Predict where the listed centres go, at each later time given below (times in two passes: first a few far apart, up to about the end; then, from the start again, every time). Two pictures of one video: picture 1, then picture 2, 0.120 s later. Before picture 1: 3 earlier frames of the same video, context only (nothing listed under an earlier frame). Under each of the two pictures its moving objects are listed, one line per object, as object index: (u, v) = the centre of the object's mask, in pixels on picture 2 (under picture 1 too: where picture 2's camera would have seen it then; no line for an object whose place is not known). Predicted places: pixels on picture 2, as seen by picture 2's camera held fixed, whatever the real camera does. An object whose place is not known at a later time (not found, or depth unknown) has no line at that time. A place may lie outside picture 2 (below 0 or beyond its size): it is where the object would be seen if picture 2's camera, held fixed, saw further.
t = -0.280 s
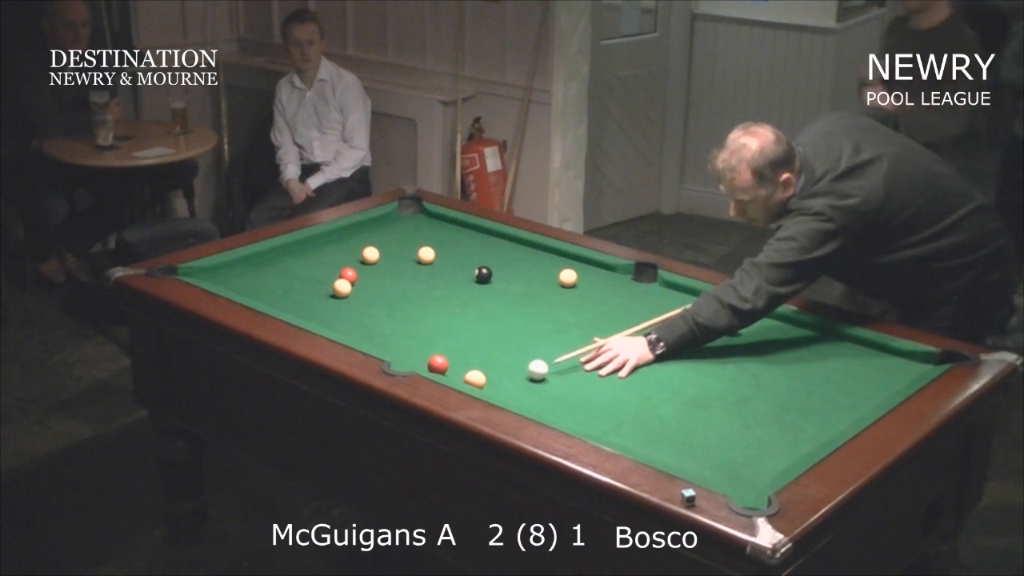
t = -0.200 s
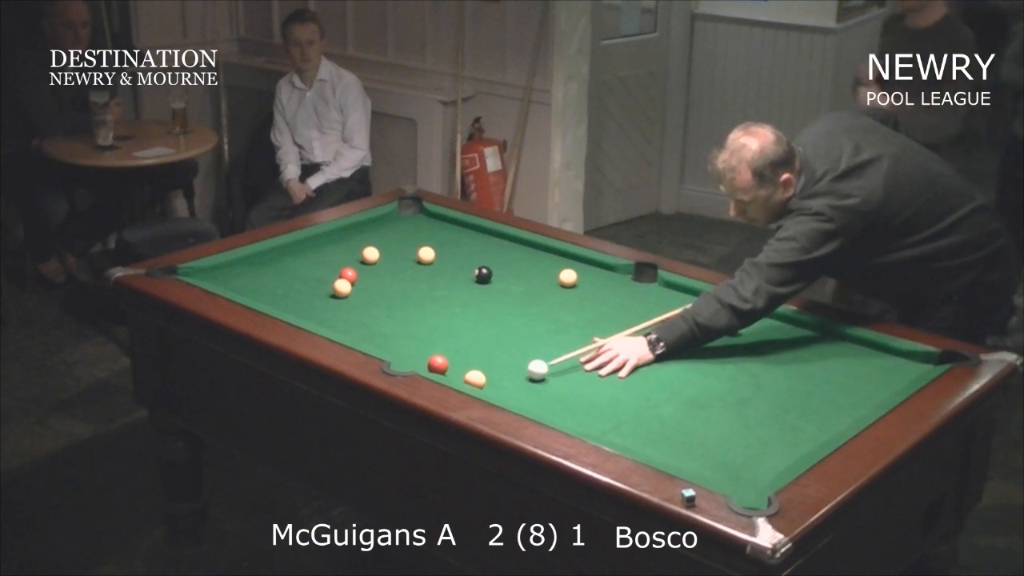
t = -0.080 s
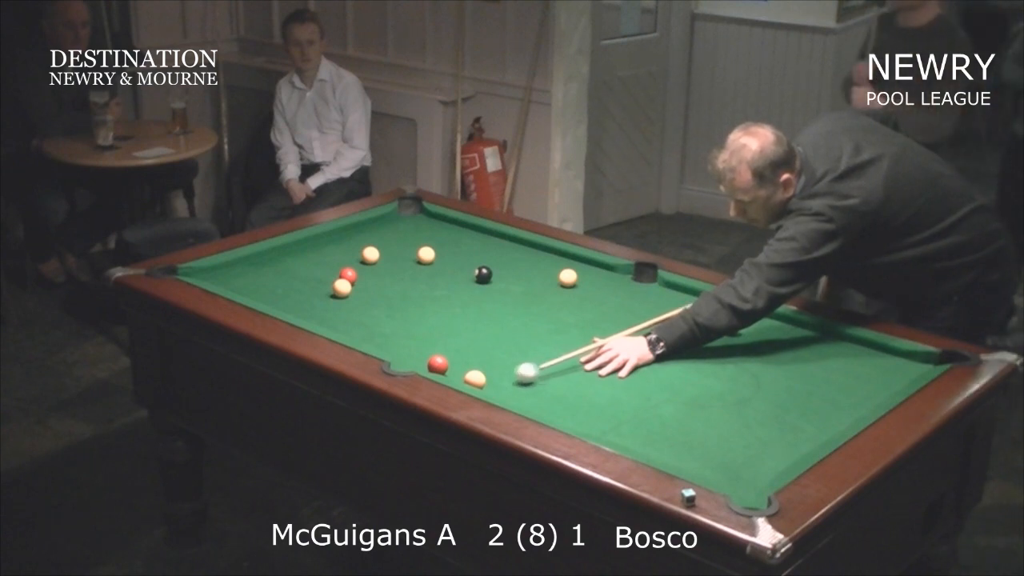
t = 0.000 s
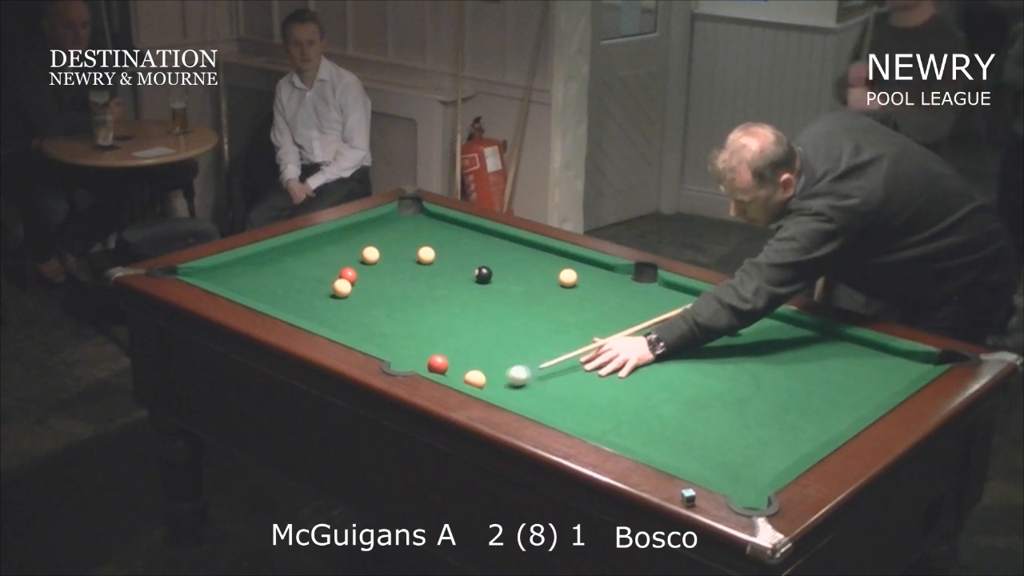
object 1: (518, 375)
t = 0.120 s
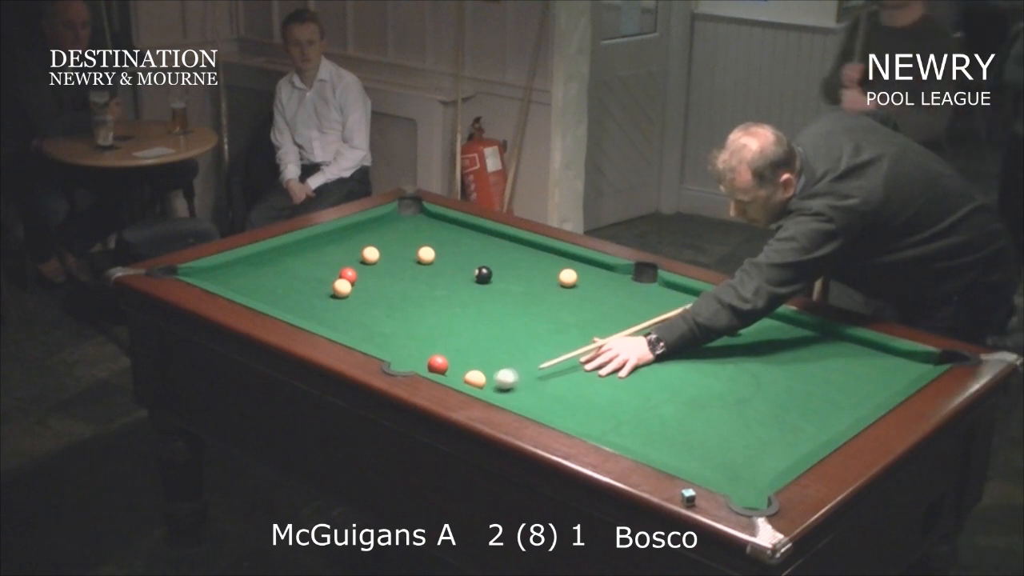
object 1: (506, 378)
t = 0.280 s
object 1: (495, 382)
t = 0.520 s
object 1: (493, 386)
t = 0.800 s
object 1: (492, 389)
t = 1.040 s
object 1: (495, 388)
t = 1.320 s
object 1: (496, 387)
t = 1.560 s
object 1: (495, 388)
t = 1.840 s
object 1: (495, 388)
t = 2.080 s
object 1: (495, 388)
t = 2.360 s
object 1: (495, 388)
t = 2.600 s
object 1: (495, 388)
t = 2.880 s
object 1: (495, 388)
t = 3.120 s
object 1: (495, 388)
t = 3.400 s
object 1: (495, 387)
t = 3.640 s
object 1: (495, 387)
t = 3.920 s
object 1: (495, 387)
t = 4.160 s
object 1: (495, 388)
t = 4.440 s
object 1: (495, 388)
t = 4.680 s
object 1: (495, 388)
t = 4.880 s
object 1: (495, 388)
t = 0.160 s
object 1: (502, 379)
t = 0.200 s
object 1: (498, 381)
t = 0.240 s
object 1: (495, 382)
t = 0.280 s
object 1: (495, 382)
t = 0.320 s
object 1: (495, 383)
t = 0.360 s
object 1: (495, 384)
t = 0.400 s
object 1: (494, 384)
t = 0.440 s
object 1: (494, 385)
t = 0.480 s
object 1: (493, 385)
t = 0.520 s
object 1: (493, 386)
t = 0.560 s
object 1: (493, 386)
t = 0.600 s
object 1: (492, 387)
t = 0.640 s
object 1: (492, 387)
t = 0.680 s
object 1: (492, 388)
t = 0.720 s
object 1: (491, 388)
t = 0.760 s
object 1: (491, 388)
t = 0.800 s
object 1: (492, 389)
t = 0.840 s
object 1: (493, 389)
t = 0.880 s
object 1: (493, 388)
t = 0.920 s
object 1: (494, 388)
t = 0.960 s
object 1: (494, 388)
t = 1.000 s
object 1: (495, 388)
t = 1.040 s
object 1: (495, 388)
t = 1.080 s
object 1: (496, 388)
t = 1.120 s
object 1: (496, 388)
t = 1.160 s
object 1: (496, 387)
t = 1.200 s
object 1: (496, 388)
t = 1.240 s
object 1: (496, 388)
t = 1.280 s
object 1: (496, 387)
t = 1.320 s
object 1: (496, 387)
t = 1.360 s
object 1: (496, 388)
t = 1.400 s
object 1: (496, 388)
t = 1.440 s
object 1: (495, 387)
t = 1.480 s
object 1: (495, 388)
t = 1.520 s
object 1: (495, 387)
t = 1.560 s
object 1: (495, 388)
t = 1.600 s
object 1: (495, 387)
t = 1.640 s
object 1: (495, 387)
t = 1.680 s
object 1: (495, 387)
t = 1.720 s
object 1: (495, 387)
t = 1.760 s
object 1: (495, 388)
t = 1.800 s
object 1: (495, 388)
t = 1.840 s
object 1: (495, 388)
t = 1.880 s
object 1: (495, 388)
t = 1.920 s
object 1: (495, 388)
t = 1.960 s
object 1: (495, 388)
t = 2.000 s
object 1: (495, 388)
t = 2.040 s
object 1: (495, 388)
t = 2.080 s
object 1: (495, 388)
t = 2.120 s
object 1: (495, 388)
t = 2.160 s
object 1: (495, 388)
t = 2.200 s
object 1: (495, 388)
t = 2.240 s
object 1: (495, 388)
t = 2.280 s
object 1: (495, 388)
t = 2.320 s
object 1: (495, 388)
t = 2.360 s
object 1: (495, 388)
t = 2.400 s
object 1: (495, 388)
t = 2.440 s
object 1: (495, 388)
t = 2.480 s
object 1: (495, 388)
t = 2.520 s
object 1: (495, 388)
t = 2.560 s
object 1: (495, 388)
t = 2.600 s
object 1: (495, 388)
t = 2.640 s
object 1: (495, 388)
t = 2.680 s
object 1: (495, 388)
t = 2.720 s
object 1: (495, 388)
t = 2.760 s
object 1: (495, 388)
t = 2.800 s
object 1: (495, 388)
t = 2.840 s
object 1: (495, 388)
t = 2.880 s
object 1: (495, 388)
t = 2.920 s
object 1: (495, 388)
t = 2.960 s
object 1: (495, 388)
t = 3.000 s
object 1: (495, 388)
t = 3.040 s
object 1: (495, 388)
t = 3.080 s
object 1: (495, 388)
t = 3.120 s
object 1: (495, 388)
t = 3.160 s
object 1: (495, 388)
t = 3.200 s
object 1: (495, 388)
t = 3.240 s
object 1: (495, 388)
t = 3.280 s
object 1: (495, 388)
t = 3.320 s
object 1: (495, 388)
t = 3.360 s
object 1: (495, 388)
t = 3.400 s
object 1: (495, 387)
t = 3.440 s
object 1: (495, 387)
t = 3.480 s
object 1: (495, 387)
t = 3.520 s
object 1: (495, 388)
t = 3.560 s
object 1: (495, 388)
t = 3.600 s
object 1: (495, 388)
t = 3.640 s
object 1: (495, 387)
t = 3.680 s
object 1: (495, 387)
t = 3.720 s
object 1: (495, 387)
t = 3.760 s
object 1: (495, 387)
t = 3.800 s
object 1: (495, 388)
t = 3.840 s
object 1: (495, 388)
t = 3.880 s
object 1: (495, 387)
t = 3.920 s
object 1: (495, 387)
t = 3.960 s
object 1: (495, 388)
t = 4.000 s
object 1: (495, 388)
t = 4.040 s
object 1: (495, 388)
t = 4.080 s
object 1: (495, 387)
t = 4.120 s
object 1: (495, 388)
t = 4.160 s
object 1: (495, 388)
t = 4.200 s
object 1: (495, 388)
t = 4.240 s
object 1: (495, 388)
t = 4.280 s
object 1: (495, 388)
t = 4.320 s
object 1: (495, 388)
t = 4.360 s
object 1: (495, 388)
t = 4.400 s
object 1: (495, 388)
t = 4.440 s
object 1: (495, 388)
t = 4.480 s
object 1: (495, 388)
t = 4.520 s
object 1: (495, 388)
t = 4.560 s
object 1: (495, 388)
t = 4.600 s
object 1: (495, 388)
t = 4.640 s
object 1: (495, 388)
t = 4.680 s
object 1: (495, 388)
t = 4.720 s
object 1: (495, 388)
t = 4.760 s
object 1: (495, 388)
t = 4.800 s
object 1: (495, 388)
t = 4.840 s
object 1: (495, 388)
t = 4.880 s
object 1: (495, 388)
